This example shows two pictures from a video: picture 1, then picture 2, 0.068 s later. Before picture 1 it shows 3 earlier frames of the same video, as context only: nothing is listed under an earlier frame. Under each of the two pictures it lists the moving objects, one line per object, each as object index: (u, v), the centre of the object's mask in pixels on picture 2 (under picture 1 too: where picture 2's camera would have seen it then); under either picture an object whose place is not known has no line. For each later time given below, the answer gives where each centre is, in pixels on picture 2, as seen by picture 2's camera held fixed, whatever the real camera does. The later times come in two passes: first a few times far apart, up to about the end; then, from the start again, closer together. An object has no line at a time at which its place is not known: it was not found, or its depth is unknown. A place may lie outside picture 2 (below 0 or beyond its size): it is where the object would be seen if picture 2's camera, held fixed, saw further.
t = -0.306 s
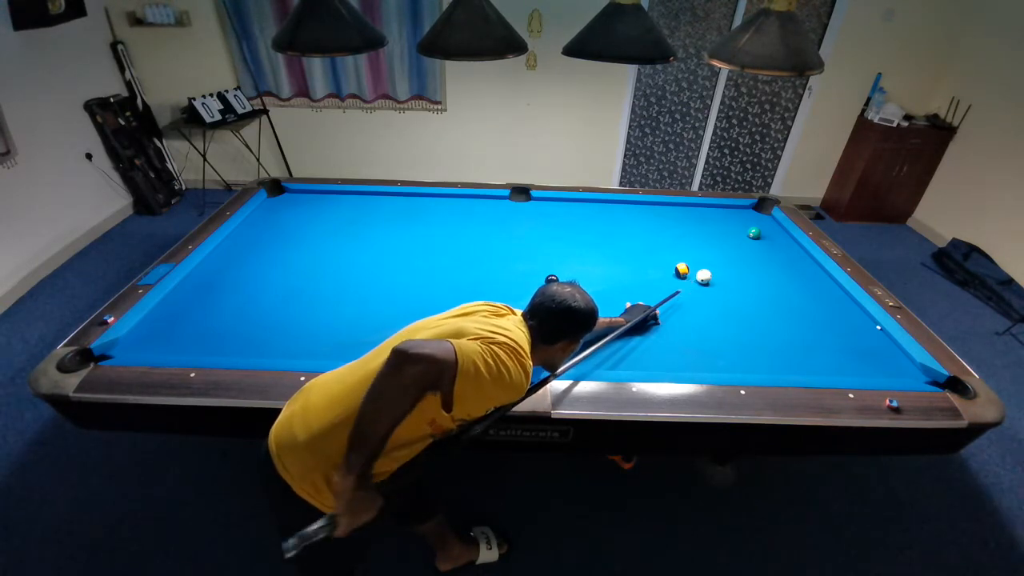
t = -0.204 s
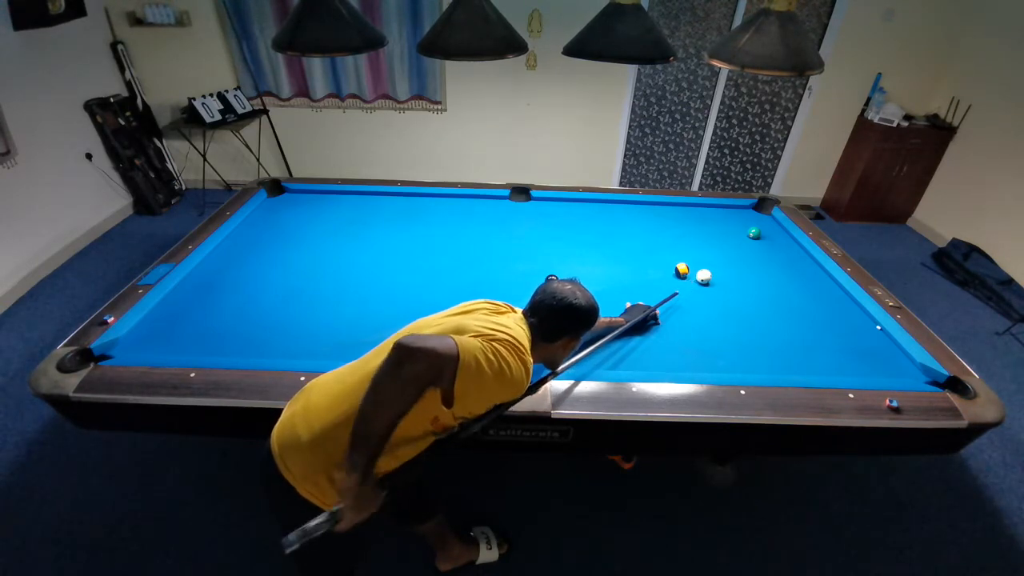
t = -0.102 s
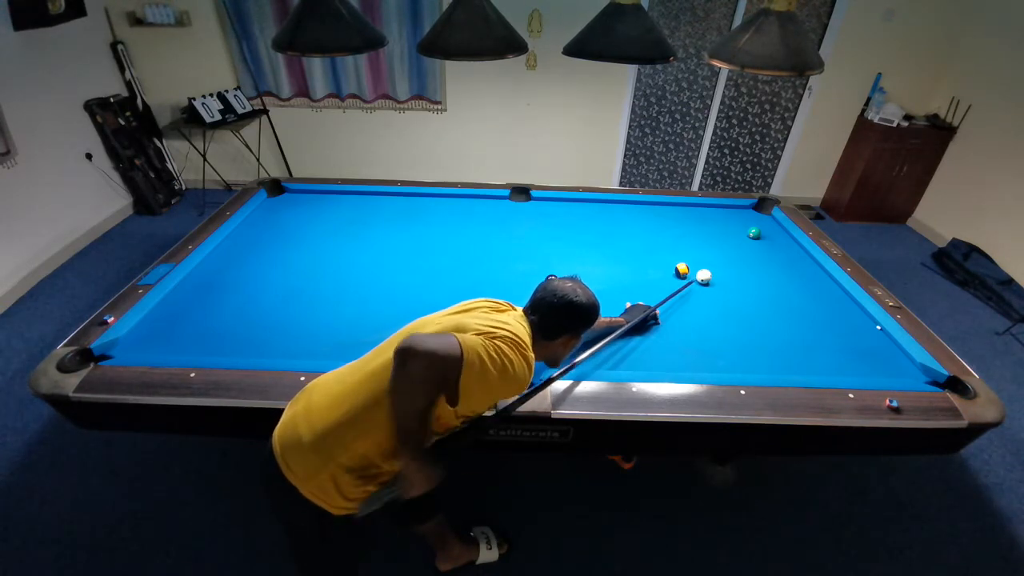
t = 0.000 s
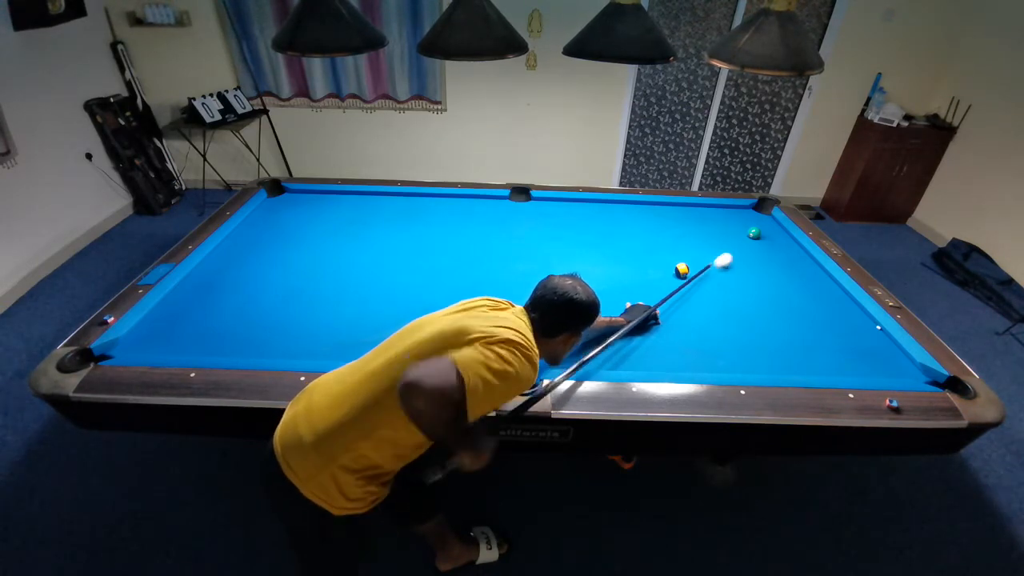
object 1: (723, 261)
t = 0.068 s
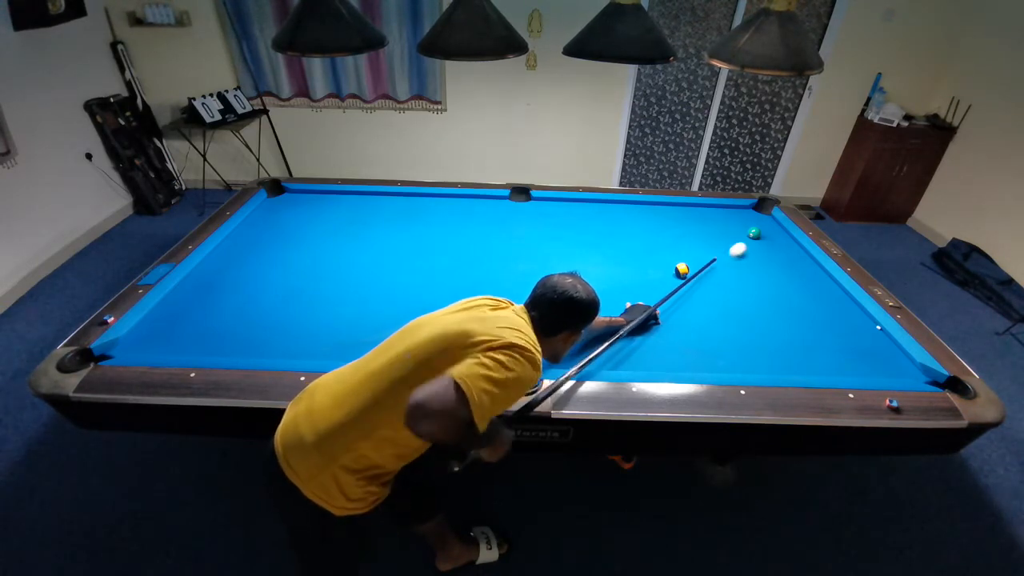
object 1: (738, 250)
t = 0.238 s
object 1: (766, 239)
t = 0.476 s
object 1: (781, 237)
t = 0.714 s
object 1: (757, 229)
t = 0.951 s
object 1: (737, 222)
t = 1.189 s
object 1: (720, 215)
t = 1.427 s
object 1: (704, 209)
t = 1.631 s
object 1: (693, 207)
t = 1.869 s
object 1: (682, 208)
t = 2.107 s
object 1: (672, 210)
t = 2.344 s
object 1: (663, 211)
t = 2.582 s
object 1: (655, 212)
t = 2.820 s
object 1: (647, 214)
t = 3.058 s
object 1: (640, 214)
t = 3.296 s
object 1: (635, 215)
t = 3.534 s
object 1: (630, 216)
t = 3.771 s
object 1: (625, 217)
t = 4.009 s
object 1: (623, 217)
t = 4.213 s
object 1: (624, 217)
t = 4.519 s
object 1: (619, 216)
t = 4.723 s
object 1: (618, 217)
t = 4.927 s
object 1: (618, 217)
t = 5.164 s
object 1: (618, 217)
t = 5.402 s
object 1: (618, 217)
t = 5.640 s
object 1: (618, 217)
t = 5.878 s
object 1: (618, 217)
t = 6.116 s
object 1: (618, 217)
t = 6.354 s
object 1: (618, 217)
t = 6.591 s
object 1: (618, 217)
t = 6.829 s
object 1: (618, 217)
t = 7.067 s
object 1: (618, 217)
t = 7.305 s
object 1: (618, 217)
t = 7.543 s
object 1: (618, 217)
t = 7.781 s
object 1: (618, 217)
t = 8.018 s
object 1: (618, 217)
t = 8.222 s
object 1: (618, 217)
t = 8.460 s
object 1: (618, 217)
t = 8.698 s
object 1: (618, 217)
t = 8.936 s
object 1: (618, 217)
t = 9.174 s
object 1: (618, 217)
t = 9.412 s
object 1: (618, 217)
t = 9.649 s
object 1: (618, 217)
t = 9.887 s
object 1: (618, 217)
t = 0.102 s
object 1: (744, 244)
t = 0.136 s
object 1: (750, 240)
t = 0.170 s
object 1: (756, 238)
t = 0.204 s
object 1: (761, 239)
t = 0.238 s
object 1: (766, 239)
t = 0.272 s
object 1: (771, 240)
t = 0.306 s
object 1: (776, 240)
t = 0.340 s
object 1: (781, 240)
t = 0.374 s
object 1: (786, 240)
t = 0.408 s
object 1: (790, 240)
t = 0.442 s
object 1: (786, 239)
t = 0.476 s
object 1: (781, 237)
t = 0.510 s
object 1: (776, 236)
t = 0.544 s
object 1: (773, 235)
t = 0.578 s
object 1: (769, 234)
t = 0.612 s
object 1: (766, 233)
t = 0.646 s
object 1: (763, 231)
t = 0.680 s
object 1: (760, 230)
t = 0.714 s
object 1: (757, 229)
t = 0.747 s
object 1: (754, 228)
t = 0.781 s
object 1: (751, 227)
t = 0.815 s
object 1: (748, 226)
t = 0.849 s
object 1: (746, 225)
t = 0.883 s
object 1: (743, 224)
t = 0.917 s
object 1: (740, 223)
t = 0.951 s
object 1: (737, 222)
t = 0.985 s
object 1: (735, 221)
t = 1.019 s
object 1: (732, 220)
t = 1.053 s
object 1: (730, 219)
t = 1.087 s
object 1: (727, 218)
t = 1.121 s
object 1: (724, 217)
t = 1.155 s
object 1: (722, 216)
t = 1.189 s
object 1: (720, 215)
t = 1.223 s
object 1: (717, 214)
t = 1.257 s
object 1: (715, 213)
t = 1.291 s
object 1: (713, 212)
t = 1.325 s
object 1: (710, 211)
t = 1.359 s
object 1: (708, 210)
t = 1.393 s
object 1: (706, 209)
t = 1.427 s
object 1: (704, 209)
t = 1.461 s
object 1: (701, 208)
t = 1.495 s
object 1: (699, 207)
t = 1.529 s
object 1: (697, 206)
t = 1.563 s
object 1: (696, 206)
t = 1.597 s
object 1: (694, 206)
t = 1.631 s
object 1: (693, 207)
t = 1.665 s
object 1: (691, 207)
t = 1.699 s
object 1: (690, 207)
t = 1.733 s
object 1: (688, 207)
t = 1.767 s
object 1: (687, 208)
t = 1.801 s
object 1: (685, 208)
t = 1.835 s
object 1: (684, 208)
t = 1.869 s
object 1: (682, 208)
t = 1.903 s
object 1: (681, 208)
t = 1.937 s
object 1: (679, 209)
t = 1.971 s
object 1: (678, 209)
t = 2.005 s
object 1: (676, 209)
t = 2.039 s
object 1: (675, 209)
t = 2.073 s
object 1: (674, 210)
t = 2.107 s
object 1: (672, 210)
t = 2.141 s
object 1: (671, 210)
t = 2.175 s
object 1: (670, 210)
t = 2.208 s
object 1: (668, 211)
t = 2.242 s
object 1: (667, 211)
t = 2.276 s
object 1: (666, 211)
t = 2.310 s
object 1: (664, 211)
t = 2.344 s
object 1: (663, 211)
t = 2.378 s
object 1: (662, 211)
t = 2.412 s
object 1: (661, 212)
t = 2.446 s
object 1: (659, 212)
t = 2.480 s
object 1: (658, 212)
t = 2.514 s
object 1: (657, 212)
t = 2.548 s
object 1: (656, 212)
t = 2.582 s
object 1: (655, 212)
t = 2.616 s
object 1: (654, 213)
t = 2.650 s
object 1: (652, 213)
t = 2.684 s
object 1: (651, 213)
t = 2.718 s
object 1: (650, 213)
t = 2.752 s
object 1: (649, 213)
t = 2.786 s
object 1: (648, 213)
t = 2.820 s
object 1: (647, 214)
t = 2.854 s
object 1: (646, 214)
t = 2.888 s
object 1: (645, 214)
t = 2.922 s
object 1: (644, 214)
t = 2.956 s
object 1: (643, 214)
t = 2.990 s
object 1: (642, 214)
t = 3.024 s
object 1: (641, 214)
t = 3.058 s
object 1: (640, 214)
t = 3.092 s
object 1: (640, 215)
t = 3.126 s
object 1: (639, 215)
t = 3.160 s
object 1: (638, 215)
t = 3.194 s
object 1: (637, 215)
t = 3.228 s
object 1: (636, 215)
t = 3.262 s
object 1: (635, 215)
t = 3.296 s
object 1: (635, 215)
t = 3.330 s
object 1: (634, 216)
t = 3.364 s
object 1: (633, 216)
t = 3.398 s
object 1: (632, 216)
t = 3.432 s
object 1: (632, 216)
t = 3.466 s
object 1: (631, 216)
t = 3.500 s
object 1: (630, 216)
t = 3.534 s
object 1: (630, 216)
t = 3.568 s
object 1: (629, 216)
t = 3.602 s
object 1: (629, 216)
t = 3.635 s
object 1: (628, 216)
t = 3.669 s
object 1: (627, 216)
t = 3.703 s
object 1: (627, 216)
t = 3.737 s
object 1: (626, 217)
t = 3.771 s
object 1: (625, 217)
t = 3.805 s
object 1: (625, 217)
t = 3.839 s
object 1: (625, 217)
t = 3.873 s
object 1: (624, 217)
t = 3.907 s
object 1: (624, 217)
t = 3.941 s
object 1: (623, 217)
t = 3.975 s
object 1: (623, 217)
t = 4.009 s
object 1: (623, 217)
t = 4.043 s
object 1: (622, 217)
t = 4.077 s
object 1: (622, 217)
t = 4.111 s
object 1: (621, 217)
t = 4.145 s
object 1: (621, 217)
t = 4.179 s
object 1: (621, 217)
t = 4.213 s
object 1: (624, 217)
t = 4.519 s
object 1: (619, 216)
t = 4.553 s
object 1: (619, 216)
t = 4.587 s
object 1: (619, 217)
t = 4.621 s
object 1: (618, 217)
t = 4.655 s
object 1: (618, 217)
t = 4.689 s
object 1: (618, 217)
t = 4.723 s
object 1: (618, 217)
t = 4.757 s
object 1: (618, 217)
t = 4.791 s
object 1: (618, 217)
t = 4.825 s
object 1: (618, 217)
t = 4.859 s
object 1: (618, 217)
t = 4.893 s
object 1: (618, 217)
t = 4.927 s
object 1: (618, 217)
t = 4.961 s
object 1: (618, 217)
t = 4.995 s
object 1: (618, 217)
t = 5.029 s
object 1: (618, 217)
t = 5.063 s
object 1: (618, 217)
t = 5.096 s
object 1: (618, 217)
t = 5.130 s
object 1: (618, 217)
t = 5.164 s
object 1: (618, 217)
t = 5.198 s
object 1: (618, 217)
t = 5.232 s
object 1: (618, 217)
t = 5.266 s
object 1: (618, 217)
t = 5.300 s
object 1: (618, 217)
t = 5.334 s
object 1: (618, 217)
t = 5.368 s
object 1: (618, 217)
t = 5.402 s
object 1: (618, 217)
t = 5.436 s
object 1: (618, 217)
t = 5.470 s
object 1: (618, 217)
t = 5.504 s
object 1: (618, 217)
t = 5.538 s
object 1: (618, 217)
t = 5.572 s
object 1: (618, 217)
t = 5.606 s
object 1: (618, 217)
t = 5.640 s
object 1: (618, 217)
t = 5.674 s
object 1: (618, 217)
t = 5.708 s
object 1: (618, 217)
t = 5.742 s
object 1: (618, 217)
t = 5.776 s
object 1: (618, 217)
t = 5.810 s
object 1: (618, 217)
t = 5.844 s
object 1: (618, 217)
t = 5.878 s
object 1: (618, 217)
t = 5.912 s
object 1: (618, 217)
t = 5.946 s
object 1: (618, 217)
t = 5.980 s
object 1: (618, 217)
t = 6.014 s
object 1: (618, 217)
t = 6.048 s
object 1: (618, 217)
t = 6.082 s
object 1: (618, 217)
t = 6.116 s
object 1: (618, 217)
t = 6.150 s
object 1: (618, 217)
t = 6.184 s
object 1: (618, 217)
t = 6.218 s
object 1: (618, 217)
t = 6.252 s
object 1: (618, 217)
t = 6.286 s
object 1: (618, 217)
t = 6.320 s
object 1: (618, 217)
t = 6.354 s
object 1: (618, 217)
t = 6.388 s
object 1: (618, 217)
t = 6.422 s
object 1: (618, 217)
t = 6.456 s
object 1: (618, 217)
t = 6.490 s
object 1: (618, 217)
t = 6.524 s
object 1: (618, 217)
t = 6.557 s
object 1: (618, 217)
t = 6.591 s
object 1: (618, 217)
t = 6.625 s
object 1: (618, 217)
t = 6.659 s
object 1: (618, 217)
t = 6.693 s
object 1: (618, 217)
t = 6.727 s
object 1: (618, 217)
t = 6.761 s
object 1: (618, 217)
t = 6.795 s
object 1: (618, 217)
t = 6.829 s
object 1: (618, 217)
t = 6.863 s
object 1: (618, 217)
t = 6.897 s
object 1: (618, 217)
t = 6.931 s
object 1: (618, 217)
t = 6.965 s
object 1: (618, 217)
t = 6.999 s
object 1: (618, 217)
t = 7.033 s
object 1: (618, 217)
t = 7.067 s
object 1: (618, 217)
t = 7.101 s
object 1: (618, 217)
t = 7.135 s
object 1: (618, 217)
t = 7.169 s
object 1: (618, 217)
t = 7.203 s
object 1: (618, 217)
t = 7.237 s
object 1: (618, 217)
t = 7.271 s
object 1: (618, 217)
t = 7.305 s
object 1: (618, 217)
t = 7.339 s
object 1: (618, 217)
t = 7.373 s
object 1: (618, 217)
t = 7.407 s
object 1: (618, 217)
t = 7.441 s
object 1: (618, 217)
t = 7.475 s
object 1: (618, 217)
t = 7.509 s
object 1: (618, 217)
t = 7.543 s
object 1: (618, 217)
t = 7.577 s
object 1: (618, 217)
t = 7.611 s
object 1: (618, 217)
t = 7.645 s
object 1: (618, 217)
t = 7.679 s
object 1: (618, 217)
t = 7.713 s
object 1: (618, 217)
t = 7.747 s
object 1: (618, 217)
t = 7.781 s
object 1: (618, 217)
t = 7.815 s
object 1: (618, 217)
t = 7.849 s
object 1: (618, 217)
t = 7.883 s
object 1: (618, 217)
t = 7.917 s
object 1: (618, 217)
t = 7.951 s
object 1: (618, 217)
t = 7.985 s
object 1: (618, 217)
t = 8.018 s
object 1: (618, 217)
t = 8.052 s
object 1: (618, 217)
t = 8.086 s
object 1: (618, 217)
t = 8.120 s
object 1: (618, 217)
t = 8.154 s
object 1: (618, 217)
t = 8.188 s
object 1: (618, 217)
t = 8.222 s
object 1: (618, 217)
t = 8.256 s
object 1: (618, 217)
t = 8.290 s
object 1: (618, 217)
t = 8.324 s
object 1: (618, 217)
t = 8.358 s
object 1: (618, 217)
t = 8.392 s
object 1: (618, 217)
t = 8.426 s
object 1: (618, 217)
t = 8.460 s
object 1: (618, 217)
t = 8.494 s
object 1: (618, 217)
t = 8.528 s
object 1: (618, 217)
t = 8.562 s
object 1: (618, 217)
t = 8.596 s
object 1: (618, 217)
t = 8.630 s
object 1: (618, 217)
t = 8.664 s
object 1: (618, 217)
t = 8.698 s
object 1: (618, 217)
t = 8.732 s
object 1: (618, 217)
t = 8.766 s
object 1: (618, 217)
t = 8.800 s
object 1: (618, 217)
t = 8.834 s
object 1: (618, 217)
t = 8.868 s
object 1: (618, 217)
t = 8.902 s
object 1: (618, 217)
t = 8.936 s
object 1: (618, 217)
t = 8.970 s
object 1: (618, 217)
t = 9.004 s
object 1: (618, 217)
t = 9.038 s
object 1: (618, 217)
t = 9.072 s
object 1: (618, 217)
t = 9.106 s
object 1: (618, 217)
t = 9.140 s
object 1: (618, 217)
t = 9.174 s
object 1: (618, 217)
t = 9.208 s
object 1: (618, 217)
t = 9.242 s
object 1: (618, 217)
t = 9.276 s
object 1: (618, 217)
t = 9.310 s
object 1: (618, 217)
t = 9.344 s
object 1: (618, 217)
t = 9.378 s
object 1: (618, 217)
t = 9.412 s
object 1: (618, 217)
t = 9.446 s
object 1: (618, 217)
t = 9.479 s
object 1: (618, 217)
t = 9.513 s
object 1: (618, 217)
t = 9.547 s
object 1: (618, 217)
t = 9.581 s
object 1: (618, 217)
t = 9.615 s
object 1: (618, 217)
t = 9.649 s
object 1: (618, 217)
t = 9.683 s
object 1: (618, 217)
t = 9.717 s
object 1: (618, 217)
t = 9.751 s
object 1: (618, 217)
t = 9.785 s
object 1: (618, 217)
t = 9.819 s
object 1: (618, 217)
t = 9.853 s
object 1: (618, 217)
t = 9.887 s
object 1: (618, 217)
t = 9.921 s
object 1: (618, 217)
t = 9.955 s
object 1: (618, 217)
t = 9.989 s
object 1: (618, 217)
